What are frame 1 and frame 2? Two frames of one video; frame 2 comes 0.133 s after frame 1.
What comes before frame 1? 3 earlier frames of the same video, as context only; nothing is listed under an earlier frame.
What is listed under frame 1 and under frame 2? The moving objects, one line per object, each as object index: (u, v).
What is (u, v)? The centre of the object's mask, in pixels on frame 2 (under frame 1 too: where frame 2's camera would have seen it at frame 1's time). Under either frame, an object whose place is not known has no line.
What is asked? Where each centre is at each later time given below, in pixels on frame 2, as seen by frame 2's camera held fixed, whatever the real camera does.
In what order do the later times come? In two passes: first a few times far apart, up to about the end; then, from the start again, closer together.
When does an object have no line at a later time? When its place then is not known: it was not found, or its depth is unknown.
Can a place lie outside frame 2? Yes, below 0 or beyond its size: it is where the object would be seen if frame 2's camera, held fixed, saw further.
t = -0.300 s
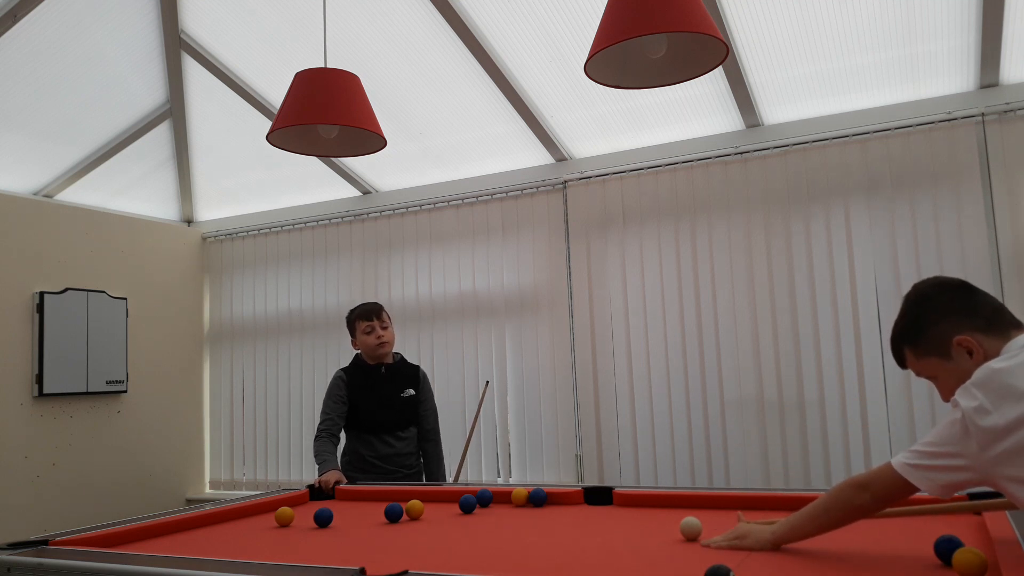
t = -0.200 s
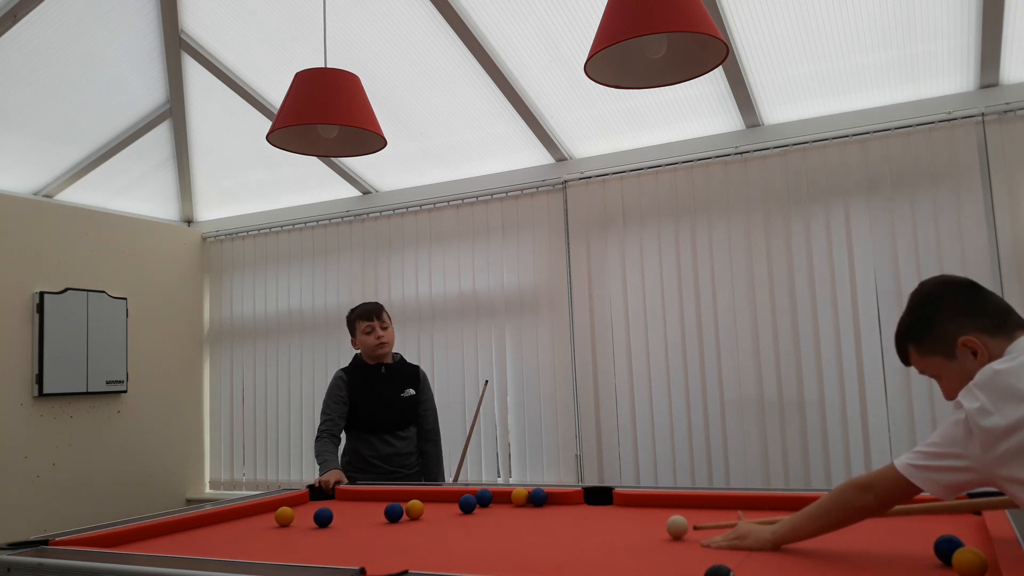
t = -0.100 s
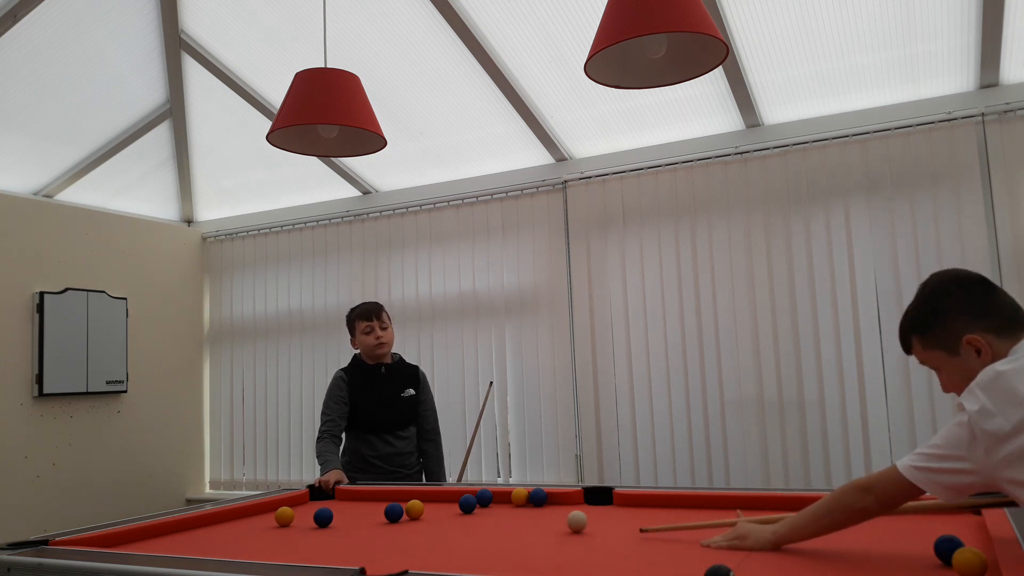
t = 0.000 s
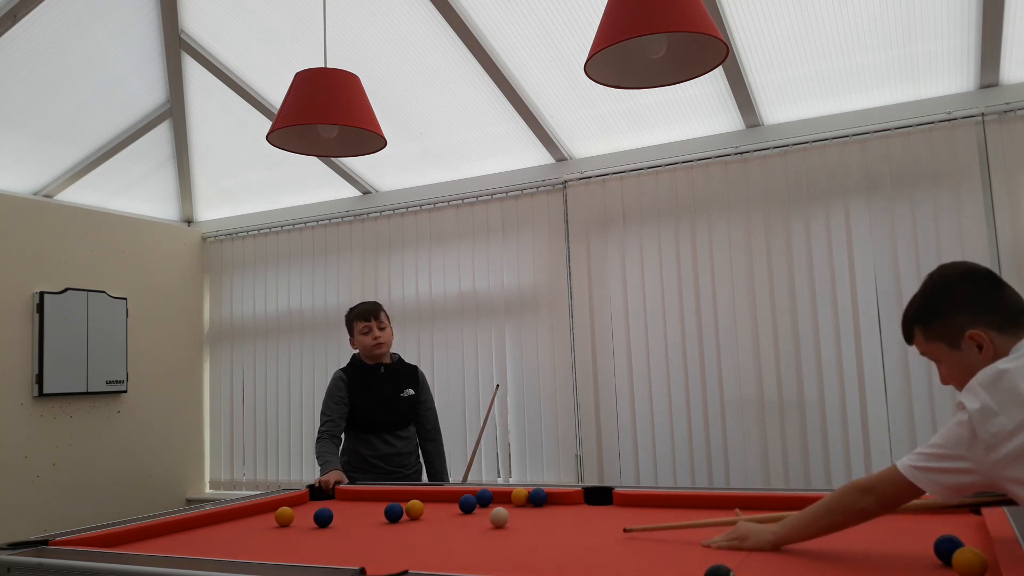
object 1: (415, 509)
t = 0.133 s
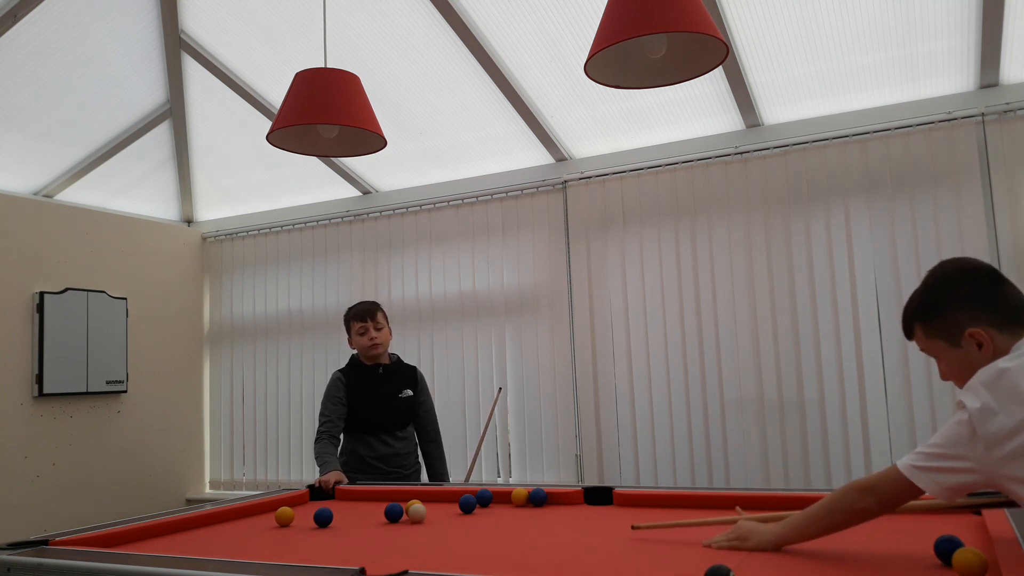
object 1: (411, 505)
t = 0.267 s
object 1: (416, 505)
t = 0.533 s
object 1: (417, 497)
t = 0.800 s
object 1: (398, 497)
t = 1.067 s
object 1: (367, 501)
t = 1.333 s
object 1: (337, 504)
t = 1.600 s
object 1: (307, 508)
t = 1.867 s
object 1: (279, 507)
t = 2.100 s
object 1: (255, 513)
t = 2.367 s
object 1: (229, 516)
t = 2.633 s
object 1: (211, 518)
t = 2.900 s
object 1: (208, 520)
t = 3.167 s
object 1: (205, 522)
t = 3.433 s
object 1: (203, 523)
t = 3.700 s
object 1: (201, 524)
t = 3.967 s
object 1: (199, 524)
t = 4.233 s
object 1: (198, 524)
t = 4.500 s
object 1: (198, 524)
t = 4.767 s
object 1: (198, 524)
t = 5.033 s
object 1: (198, 524)
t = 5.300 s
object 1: (198, 524)
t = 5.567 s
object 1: (198, 524)
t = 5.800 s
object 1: (198, 524)
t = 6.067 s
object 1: (198, 524)
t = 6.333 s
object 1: (198, 524)
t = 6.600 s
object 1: (198, 524)
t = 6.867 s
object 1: (198, 524)
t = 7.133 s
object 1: (198, 524)
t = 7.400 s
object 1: (198, 524)
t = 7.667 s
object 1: (198, 524)
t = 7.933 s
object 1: (198, 524)
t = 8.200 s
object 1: (198, 524)
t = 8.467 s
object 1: (198, 525)
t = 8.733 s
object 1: (198, 525)
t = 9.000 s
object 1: (198, 524)
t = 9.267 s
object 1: (198, 524)
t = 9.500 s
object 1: (198, 525)
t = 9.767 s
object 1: (198, 524)
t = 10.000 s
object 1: (198, 524)
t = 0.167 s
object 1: (418, 506)
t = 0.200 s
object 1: (416, 506)
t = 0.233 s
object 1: (415, 506)
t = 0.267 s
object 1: (416, 505)
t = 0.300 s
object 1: (416, 504)
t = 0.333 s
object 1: (416, 503)
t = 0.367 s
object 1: (416, 502)
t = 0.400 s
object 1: (416, 501)
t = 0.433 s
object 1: (417, 500)
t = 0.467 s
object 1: (417, 499)
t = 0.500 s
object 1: (417, 498)
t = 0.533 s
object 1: (417, 497)
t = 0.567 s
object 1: (417, 496)
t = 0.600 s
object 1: (417, 496)
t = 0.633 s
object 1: (417, 495)
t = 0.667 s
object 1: (414, 495)
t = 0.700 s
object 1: (410, 496)
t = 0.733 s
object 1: (406, 496)
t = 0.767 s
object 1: (402, 497)
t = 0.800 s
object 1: (398, 497)
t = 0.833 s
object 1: (394, 498)
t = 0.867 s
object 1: (390, 498)
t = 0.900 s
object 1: (386, 499)
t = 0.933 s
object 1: (382, 499)
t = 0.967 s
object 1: (378, 500)
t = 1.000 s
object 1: (375, 500)
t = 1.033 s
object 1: (371, 500)
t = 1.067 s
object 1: (367, 501)
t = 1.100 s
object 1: (363, 501)
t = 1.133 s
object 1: (359, 502)
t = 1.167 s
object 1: (355, 502)
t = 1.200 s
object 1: (352, 503)
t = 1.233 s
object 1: (348, 503)
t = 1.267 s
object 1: (344, 504)
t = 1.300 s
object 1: (340, 504)
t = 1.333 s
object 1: (337, 504)
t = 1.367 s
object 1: (334, 501)
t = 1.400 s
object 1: (328, 501)
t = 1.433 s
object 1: (325, 503)
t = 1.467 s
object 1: (321, 504)
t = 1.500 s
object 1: (317, 505)
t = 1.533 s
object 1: (313, 506)
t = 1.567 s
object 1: (310, 507)
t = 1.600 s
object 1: (307, 508)
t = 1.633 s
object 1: (303, 508)
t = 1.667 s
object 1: (300, 508)
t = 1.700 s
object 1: (296, 509)
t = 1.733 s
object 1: (293, 509)
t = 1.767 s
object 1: (290, 508)
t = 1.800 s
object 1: (287, 508)
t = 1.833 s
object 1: (283, 507)
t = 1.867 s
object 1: (279, 507)
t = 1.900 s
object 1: (274, 508)
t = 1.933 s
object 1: (270, 509)
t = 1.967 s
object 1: (267, 511)
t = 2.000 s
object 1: (264, 512)
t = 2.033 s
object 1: (261, 512)
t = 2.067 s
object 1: (258, 513)
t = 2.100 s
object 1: (255, 513)
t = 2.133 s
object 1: (252, 513)
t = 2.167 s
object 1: (248, 514)
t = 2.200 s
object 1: (245, 514)
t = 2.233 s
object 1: (242, 515)
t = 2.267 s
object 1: (239, 515)
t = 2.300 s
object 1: (235, 515)
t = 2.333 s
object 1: (232, 515)
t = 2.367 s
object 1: (229, 516)
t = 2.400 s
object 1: (226, 516)
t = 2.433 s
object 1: (223, 517)
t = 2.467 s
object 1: (220, 517)
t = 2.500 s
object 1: (217, 517)
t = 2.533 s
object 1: (214, 518)
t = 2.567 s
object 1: (212, 518)
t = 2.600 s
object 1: (211, 518)
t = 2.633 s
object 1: (211, 518)
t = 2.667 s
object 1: (210, 519)
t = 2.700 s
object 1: (210, 519)
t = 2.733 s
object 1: (210, 519)
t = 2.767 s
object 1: (209, 519)
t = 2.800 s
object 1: (209, 519)
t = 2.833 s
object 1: (208, 520)
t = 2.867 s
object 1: (208, 520)
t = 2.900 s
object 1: (208, 520)
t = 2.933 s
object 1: (208, 520)
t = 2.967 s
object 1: (207, 521)
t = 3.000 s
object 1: (207, 521)
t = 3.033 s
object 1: (206, 521)
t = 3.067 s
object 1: (206, 521)
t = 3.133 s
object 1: (205, 522)
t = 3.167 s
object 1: (205, 522)
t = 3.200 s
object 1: (205, 522)
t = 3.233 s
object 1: (205, 522)
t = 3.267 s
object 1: (204, 522)
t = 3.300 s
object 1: (204, 522)
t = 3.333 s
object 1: (204, 523)
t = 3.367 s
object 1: (204, 523)
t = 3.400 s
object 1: (204, 523)
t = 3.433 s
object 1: (203, 523)
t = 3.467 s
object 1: (203, 523)
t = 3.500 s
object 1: (203, 523)
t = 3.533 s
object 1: (203, 523)
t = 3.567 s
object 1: (202, 524)
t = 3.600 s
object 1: (202, 524)
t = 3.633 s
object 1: (202, 524)
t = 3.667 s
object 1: (202, 524)
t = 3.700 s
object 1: (201, 524)
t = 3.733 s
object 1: (201, 524)
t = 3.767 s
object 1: (201, 524)
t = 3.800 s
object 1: (201, 524)
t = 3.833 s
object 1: (200, 524)
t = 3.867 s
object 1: (200, 524)
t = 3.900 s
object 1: (199, 524)
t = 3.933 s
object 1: (199, 524)
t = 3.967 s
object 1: (199, 524)
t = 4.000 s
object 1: (198, 524)
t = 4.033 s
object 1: (198, 524)
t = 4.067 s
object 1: (198, 524)
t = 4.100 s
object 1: (198, 524)
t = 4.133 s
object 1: (198, 524)
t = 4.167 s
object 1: (197, 524)
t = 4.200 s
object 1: (197, 524)
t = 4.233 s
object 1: (198, 524)
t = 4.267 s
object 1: (198, 524)
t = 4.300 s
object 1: (197, 524)
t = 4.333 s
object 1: (198, 524)
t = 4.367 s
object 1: (198, 524)
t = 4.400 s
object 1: (198, 524)
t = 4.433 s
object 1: (198, 524)
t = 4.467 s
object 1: (198, 524)
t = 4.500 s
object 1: (198, 524)
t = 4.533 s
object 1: (198, 524)
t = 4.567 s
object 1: (198, 524)
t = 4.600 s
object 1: (198, 524)
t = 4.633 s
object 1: (198, 524)
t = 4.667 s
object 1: (198, 524)
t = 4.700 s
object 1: (198, 524)
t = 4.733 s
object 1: (198, 524)
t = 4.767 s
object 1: (198, 524)
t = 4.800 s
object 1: (198, 524)
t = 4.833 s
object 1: (198, 524)
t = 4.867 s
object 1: (198, 524)
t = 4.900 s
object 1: (198, 524)
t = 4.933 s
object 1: (198, 524)
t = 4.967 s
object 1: (198, 524)
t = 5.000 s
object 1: (198, 524)
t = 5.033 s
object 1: (198, 524)
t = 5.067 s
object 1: (198, 524)
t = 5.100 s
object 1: (198, 524)
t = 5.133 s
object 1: (198, 524)
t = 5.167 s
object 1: (198, 524)
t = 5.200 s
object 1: (198, 524)
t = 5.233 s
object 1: (198, 524)
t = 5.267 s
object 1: (198, 524)
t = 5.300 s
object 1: (198, 524)
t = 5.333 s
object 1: (198, 524)
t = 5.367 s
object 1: (198, 524)
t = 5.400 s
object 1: (198, 524)
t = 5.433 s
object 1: (198, 524)
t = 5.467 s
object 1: (198, 524)
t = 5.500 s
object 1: (198, 524)
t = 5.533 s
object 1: (198, 524)
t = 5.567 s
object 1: (198, 524)
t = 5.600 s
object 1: (198, 524)
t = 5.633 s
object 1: (198, 524)
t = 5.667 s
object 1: (198, 524)
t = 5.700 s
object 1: (198, 524)
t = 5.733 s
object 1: (198, 524)
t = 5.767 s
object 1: (198, 524)
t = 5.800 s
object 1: (198, 524)
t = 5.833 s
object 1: (198, 524)
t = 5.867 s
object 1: (198, 524)
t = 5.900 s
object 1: (198, 524)
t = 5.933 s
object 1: (198, 524)
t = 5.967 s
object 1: (198, 524)
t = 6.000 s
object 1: (198, 524)
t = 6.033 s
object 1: (198, 524)
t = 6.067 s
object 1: (198, 524)
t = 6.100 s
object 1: (198, 524)
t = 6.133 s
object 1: (198, 524)
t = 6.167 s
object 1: (198, 524)
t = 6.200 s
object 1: (198, 524)
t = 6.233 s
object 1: (198, 524)
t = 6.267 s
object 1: (198, 524)
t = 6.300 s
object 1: (198, 524)
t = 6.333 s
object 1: (198, 524)
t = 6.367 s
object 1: (198, 524)
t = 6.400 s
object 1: (198, 524)
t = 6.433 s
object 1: (198, 524)
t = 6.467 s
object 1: (198, 524)
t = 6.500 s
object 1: (198, 524)
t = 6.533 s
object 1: (198, 524)
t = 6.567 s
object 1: (198, 524)
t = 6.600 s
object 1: (198, 524)
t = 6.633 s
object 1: (198, 524)
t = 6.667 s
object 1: (198, 524)
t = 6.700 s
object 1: (198, 524)
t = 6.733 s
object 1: (198, 524)
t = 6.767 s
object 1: (198, 524)
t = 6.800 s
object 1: (198, 524)
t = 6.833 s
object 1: (198, 524)
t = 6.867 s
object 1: (198, 524)
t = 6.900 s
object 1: (198, 524)
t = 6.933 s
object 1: (198, 524)
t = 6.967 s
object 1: (198, 524)
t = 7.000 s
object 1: (198, 524)
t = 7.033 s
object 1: (198, 524)
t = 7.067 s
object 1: (198, 524)
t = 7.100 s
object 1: (198, 524)
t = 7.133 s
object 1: (198, 524)
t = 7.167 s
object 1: (198, 525)
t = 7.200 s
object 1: (198, 524)
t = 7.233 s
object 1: (198, 524)
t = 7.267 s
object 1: (198, 524)
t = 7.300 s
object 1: (198, 524)
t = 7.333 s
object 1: (198, 524)
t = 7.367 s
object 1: (198, 524)
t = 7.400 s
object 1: (198, 524)
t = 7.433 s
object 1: (198, 524)
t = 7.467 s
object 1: (198, 524)
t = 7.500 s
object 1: (198, 524)
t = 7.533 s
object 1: (198, 524)
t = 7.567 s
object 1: (198, 524)
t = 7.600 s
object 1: (198, 524)
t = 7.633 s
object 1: (198, 524)
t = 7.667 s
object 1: (198, 524)
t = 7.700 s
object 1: (198, 524)
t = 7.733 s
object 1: (198, 524)
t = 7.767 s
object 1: (198, 524)
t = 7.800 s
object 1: (198, 524)
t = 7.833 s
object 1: (198, 524)
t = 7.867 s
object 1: (198, 524)
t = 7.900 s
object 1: (198, 524)
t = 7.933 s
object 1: (198, 524)
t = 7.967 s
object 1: (198, 524)
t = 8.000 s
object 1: (198, 524)
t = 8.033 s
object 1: (198, 524)
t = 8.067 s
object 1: (198, 524)
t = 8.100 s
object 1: (198, 524)
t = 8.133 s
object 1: (198, 524)
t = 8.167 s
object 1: (198, 524)
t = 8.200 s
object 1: (198, 524)
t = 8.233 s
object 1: (198, 524)
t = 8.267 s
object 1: (198, 524)
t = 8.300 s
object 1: (198, 524)
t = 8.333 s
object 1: (198, 524)
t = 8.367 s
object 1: (198, 524)
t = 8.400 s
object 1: (198, 524)
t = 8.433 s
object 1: (198, 525)
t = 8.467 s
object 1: (198, 525)
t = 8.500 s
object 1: (198, 524)
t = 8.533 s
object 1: (198, 525)
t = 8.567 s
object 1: (198, 525)
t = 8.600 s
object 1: (198, 525)
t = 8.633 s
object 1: (198, 525)
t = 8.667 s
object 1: (198, 524)
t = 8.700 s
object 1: (198, 525)
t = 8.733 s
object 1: (198, 525)
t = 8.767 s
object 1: (198, 524)
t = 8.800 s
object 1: (198, 525)
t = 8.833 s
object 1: (198, 524)
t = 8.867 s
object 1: (198, 525)
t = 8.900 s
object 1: (198, 525)
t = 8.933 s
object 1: (198, 524)
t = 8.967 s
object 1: (198, 524)
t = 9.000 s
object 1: (198, 524)
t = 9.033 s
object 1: (198, 524)
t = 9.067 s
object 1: (198, 524)
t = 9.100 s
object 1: (198, 524)
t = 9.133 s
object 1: (198, 524)
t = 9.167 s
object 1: (198, 524)
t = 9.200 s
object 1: (198, 524)
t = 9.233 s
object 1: (198, 524)
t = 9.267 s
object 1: (198, 524)
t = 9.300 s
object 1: (198, 524)
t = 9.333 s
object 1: (198, 525)
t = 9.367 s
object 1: (198, 524)
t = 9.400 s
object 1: (198, 524)
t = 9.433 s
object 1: (198, 524)
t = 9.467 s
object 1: (198, 525)
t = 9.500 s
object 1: (198, 525)
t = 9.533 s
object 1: (198, 525)
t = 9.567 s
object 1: (198, 524)
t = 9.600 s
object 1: (198, 524)
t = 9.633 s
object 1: (198, 525)
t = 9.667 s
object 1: (198, 524)
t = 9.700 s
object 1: (198, 524)
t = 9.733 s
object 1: (198, 524)
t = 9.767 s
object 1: (198, 524)
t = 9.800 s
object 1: (198, 524)
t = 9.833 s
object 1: (198, 524)
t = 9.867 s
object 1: (198, 524)
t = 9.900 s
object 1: (198, 524)
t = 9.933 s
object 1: (198, 524)
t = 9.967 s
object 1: (198, 524)
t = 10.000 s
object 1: (198, 524)
